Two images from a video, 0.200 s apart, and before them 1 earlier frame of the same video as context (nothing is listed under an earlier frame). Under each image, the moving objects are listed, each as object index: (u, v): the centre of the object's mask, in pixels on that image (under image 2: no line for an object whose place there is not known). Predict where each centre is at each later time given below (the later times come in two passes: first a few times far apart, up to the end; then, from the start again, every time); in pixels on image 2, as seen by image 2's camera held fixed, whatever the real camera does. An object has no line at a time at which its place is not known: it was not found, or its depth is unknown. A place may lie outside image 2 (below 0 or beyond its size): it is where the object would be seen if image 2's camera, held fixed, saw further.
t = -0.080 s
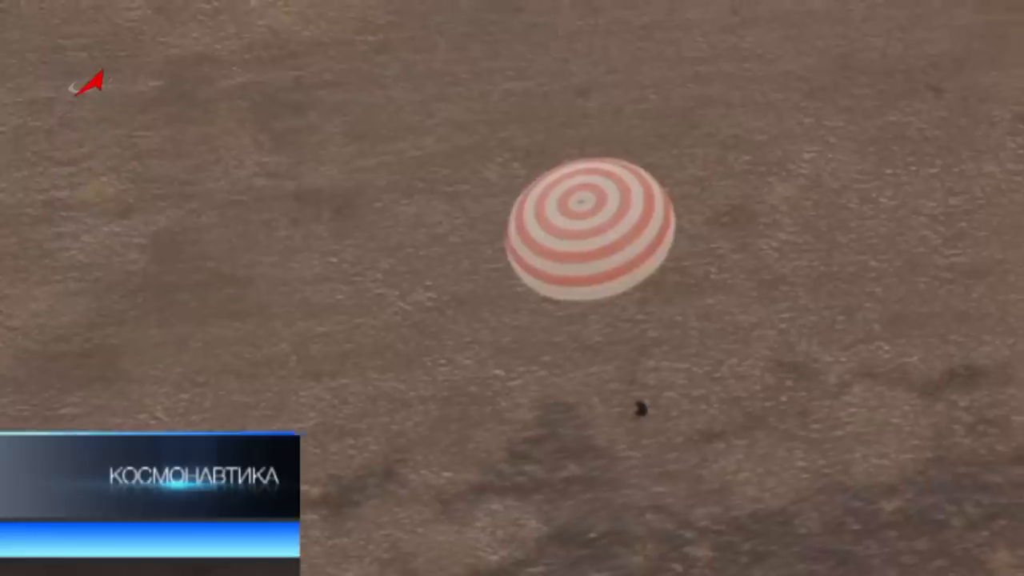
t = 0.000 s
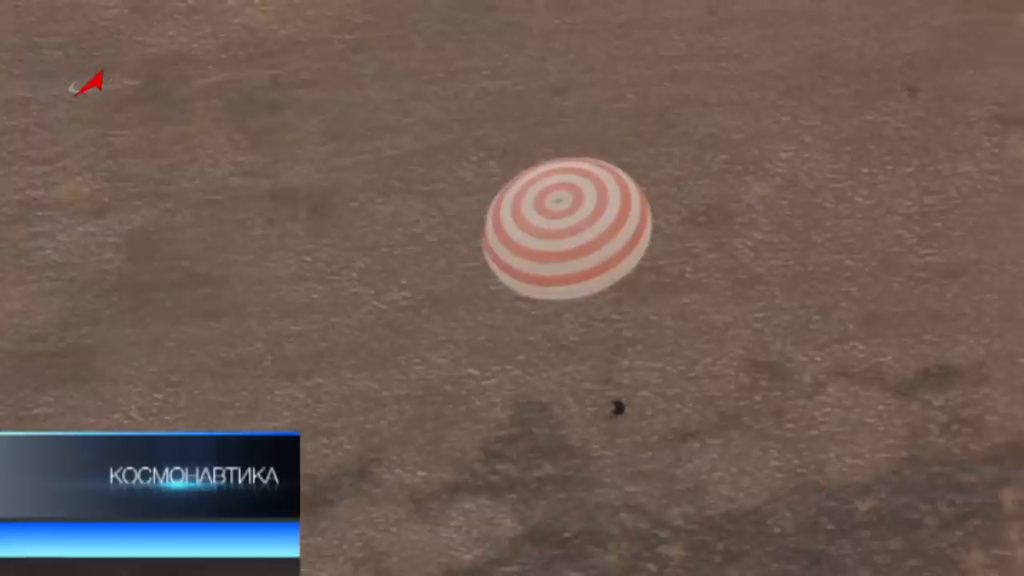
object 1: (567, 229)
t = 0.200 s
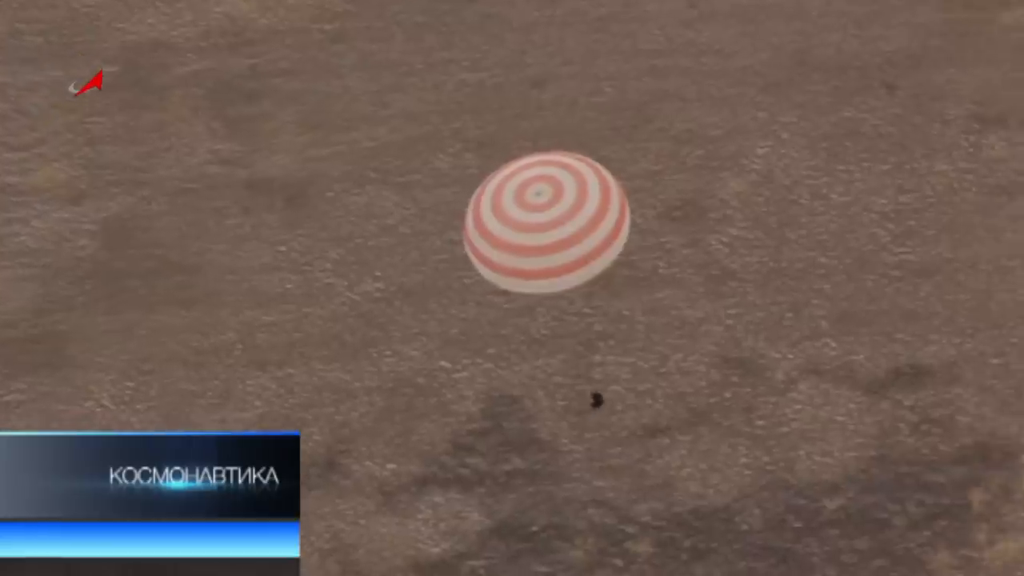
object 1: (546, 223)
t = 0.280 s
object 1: (548, 223)
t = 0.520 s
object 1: (559, 222)
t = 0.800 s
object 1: (565, 224)
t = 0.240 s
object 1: (546, 223)
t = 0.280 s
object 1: (548, 223)
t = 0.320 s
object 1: (548, 223)
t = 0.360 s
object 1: (550, 223)
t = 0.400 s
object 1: (553, 222)
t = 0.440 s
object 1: (556, 221)
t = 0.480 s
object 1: (558, 222)
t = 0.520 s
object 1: (559, 222)
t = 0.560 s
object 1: (561, 222)
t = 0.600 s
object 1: (562, 222)
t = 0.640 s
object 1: (562, 222)
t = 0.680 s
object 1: (563, 223)
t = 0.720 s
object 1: (564, 222)
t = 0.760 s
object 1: (564, 223)
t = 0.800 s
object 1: (565, 224)
